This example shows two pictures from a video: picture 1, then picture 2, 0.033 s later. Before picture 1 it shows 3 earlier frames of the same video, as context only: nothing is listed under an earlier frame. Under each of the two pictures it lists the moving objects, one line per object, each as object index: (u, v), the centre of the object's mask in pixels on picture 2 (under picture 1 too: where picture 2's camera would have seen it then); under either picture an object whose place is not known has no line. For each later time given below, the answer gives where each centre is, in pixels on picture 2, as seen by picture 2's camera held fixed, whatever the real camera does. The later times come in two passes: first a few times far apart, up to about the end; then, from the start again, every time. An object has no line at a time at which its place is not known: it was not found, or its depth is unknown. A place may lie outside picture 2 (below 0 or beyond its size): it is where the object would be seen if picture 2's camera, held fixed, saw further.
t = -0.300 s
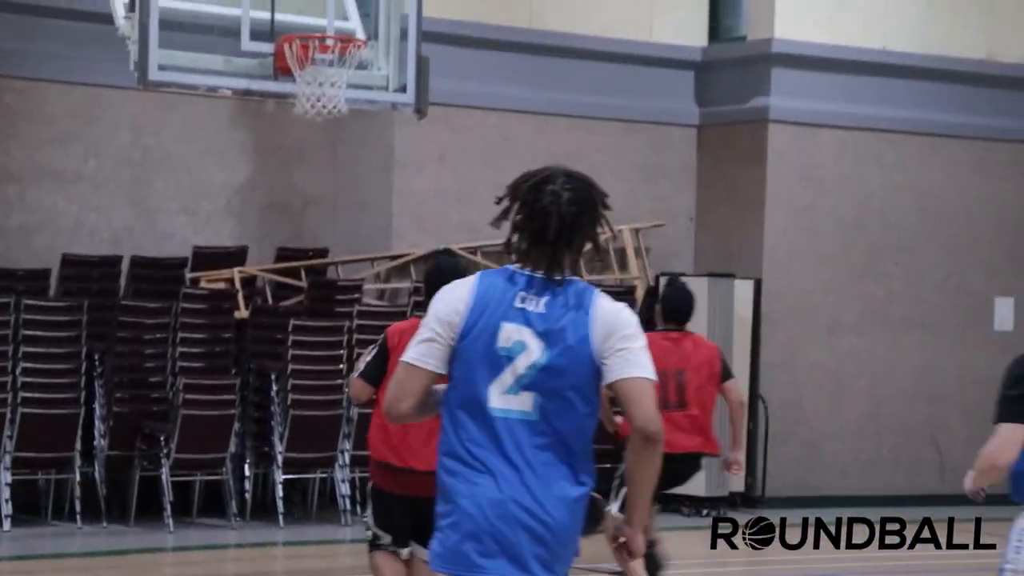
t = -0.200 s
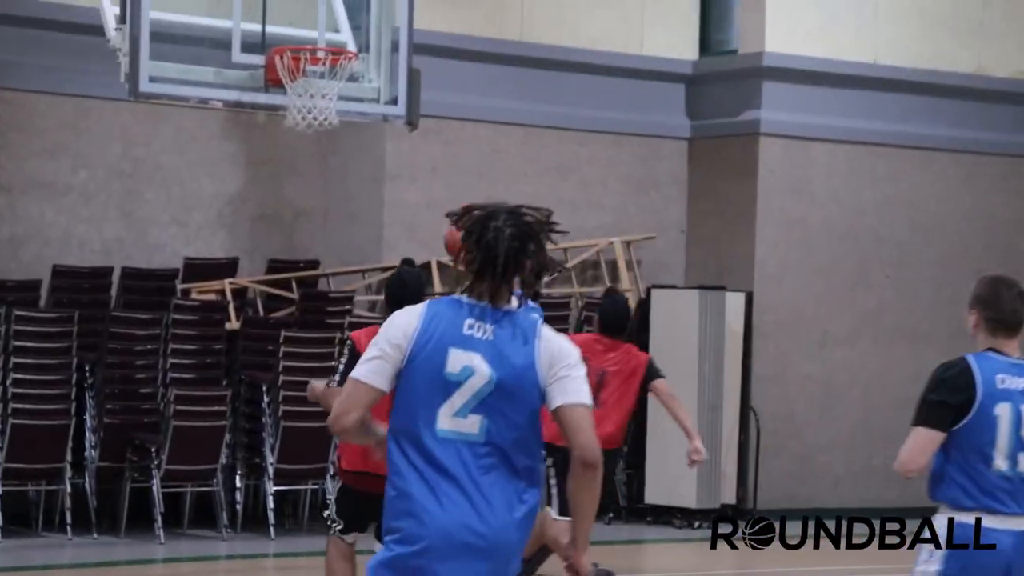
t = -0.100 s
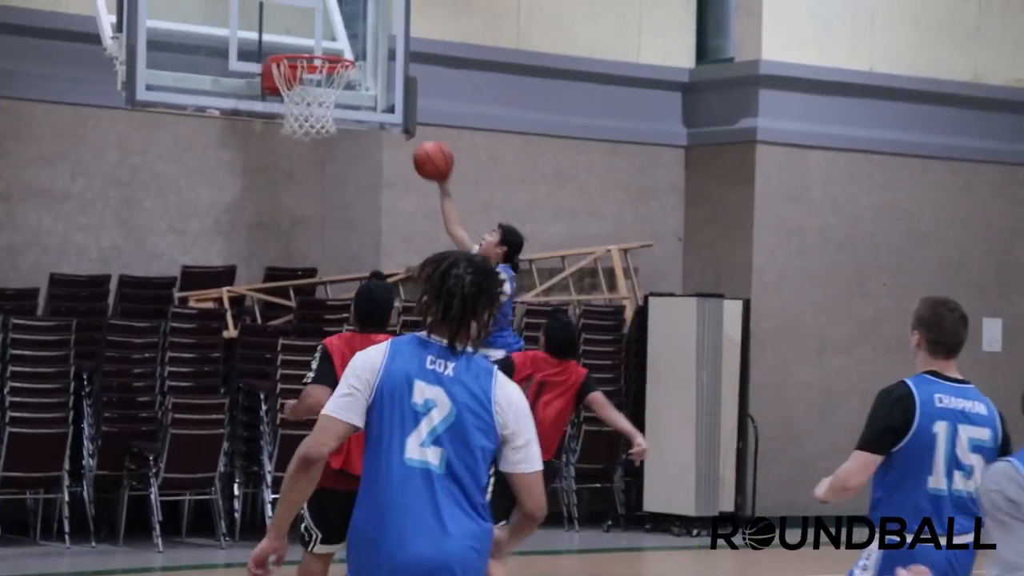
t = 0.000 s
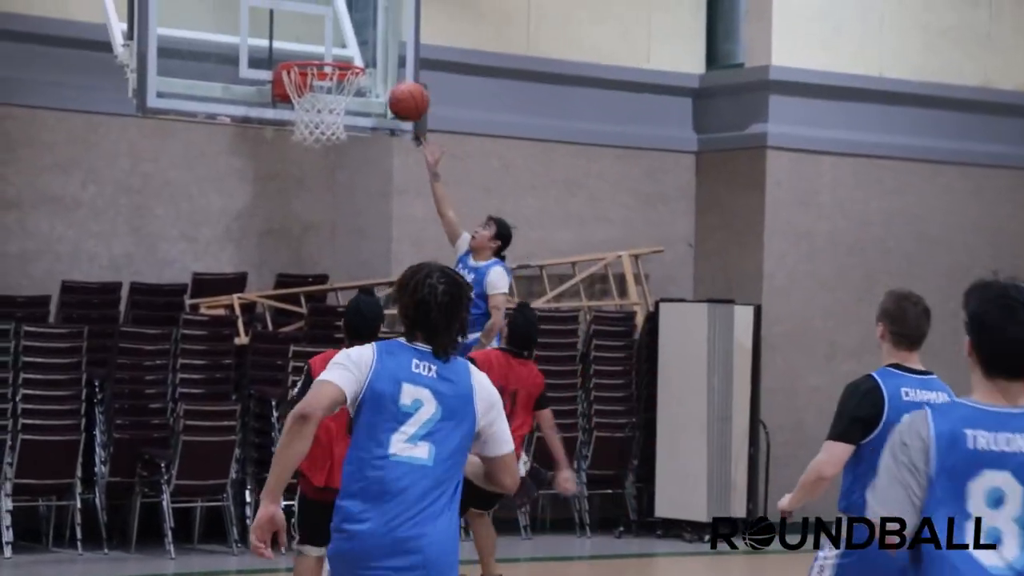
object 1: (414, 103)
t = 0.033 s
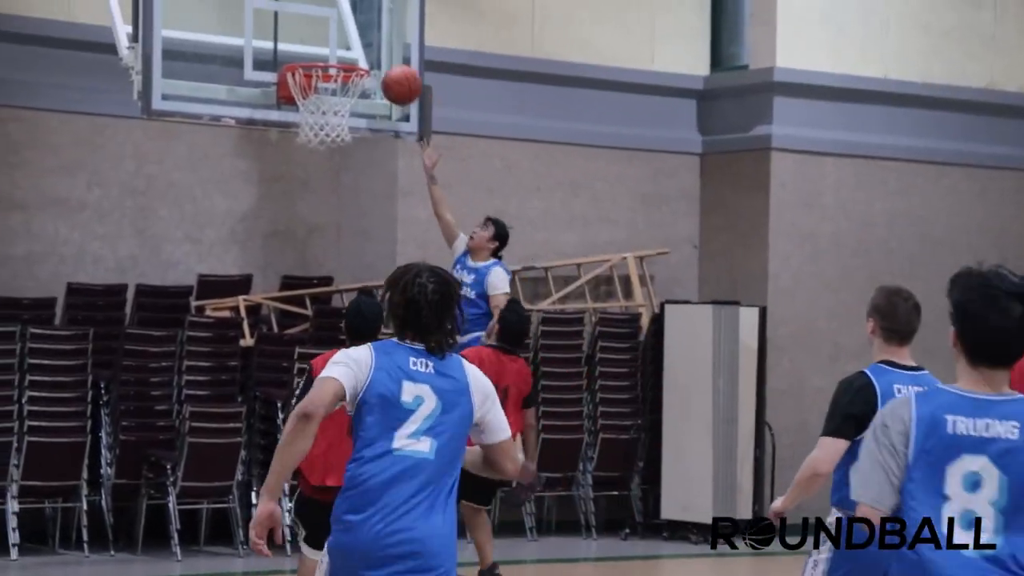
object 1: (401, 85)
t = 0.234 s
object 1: (357, 19)
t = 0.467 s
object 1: (339, 36)
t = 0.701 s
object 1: (324, 127)
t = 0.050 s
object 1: (395, 76)
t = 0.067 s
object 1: (389, 69)
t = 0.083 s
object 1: (384, 61)
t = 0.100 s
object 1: (378, 53)
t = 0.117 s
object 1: (373, 47)
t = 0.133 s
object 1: (366, 41)
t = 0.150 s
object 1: (363, 36)
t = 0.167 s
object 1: (362, 32)
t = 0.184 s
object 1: (361, 28)
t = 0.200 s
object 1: (359, 24)
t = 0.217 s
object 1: (358, 21)
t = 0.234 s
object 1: (357, 19)
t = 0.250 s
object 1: (356, 17)
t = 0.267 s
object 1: (354, 15)
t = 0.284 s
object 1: (353, 14)
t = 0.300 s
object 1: (351, 14)
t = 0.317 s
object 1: (350, 14)
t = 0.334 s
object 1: (349, 14)
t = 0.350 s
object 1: (348, 15)
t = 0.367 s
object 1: (346, 17)
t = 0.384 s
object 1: (345, 18)
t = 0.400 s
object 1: (344, 21)
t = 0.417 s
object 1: (342, 24)
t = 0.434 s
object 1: (341, 27)
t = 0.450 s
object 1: (340, 31)
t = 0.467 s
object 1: (339, 36)
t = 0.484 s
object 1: (337, 41)
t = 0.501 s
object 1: (336, 45)
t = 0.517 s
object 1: (334, 49)
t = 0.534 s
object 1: (334, 52)
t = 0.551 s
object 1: (334, 55)
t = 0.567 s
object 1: (332, 69)
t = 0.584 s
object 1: (332, 77)
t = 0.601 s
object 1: (330, 84)
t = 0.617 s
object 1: (328, 87)
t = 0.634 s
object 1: (325, 93)
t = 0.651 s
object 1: (327, 104)
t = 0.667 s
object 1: (326, 114)
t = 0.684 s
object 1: (324, 121)
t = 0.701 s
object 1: (324, 127)
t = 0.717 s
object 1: (322, 138)
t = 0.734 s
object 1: (321, 141)
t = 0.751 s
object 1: (320, 144)
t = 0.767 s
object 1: (320, 151)
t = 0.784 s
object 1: (319, 158)
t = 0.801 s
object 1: (318, 165)
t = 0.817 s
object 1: (317, 173)
